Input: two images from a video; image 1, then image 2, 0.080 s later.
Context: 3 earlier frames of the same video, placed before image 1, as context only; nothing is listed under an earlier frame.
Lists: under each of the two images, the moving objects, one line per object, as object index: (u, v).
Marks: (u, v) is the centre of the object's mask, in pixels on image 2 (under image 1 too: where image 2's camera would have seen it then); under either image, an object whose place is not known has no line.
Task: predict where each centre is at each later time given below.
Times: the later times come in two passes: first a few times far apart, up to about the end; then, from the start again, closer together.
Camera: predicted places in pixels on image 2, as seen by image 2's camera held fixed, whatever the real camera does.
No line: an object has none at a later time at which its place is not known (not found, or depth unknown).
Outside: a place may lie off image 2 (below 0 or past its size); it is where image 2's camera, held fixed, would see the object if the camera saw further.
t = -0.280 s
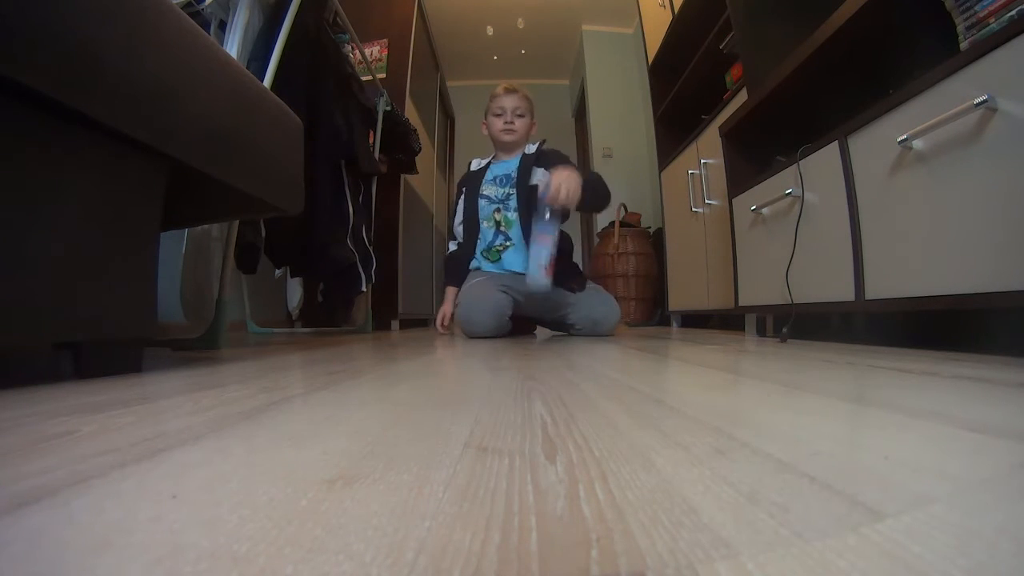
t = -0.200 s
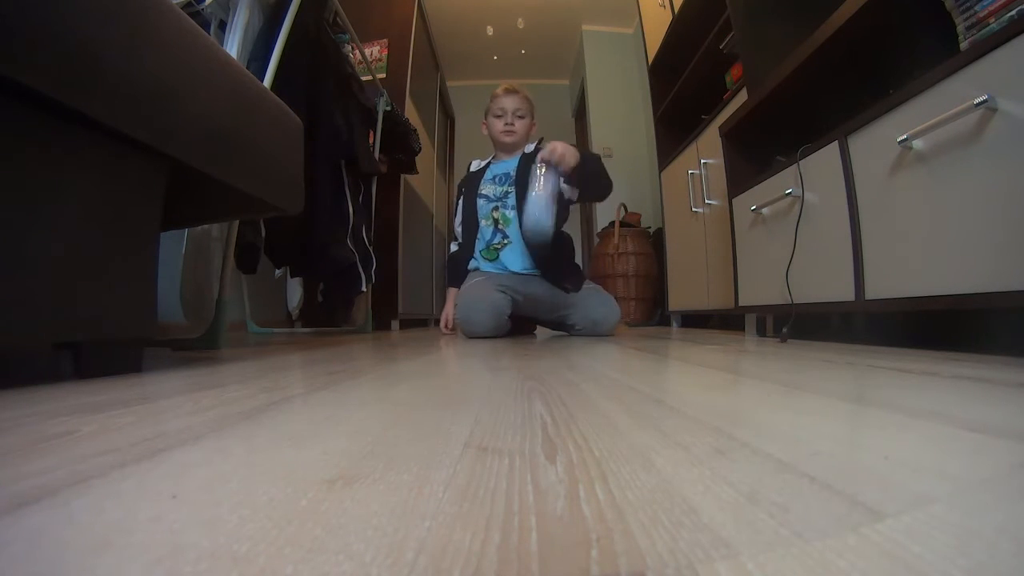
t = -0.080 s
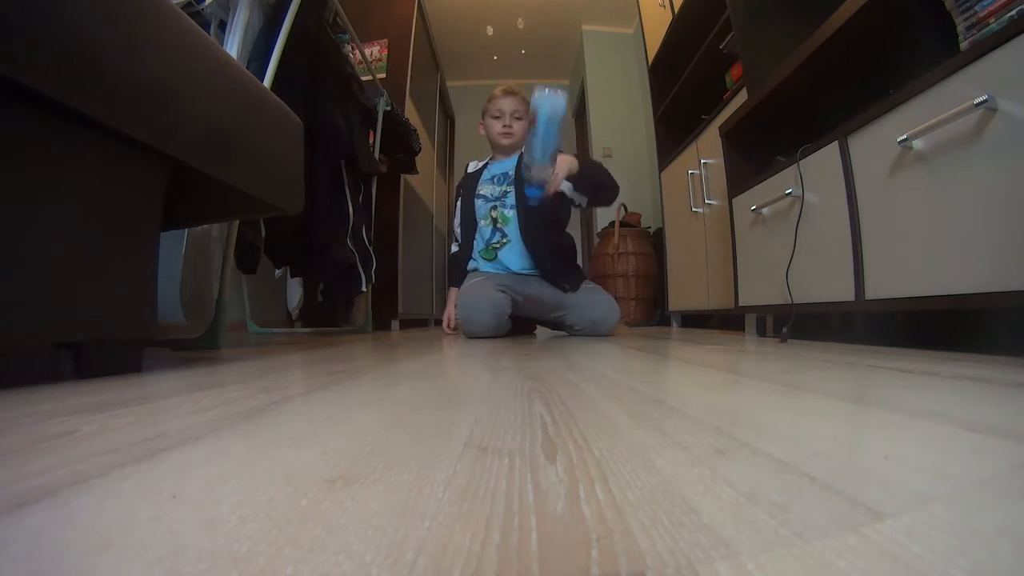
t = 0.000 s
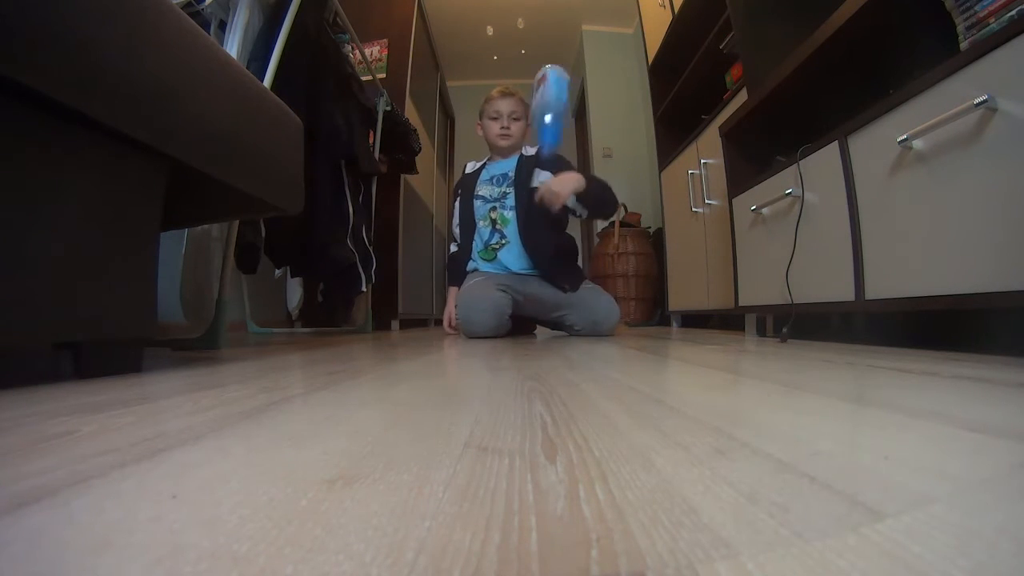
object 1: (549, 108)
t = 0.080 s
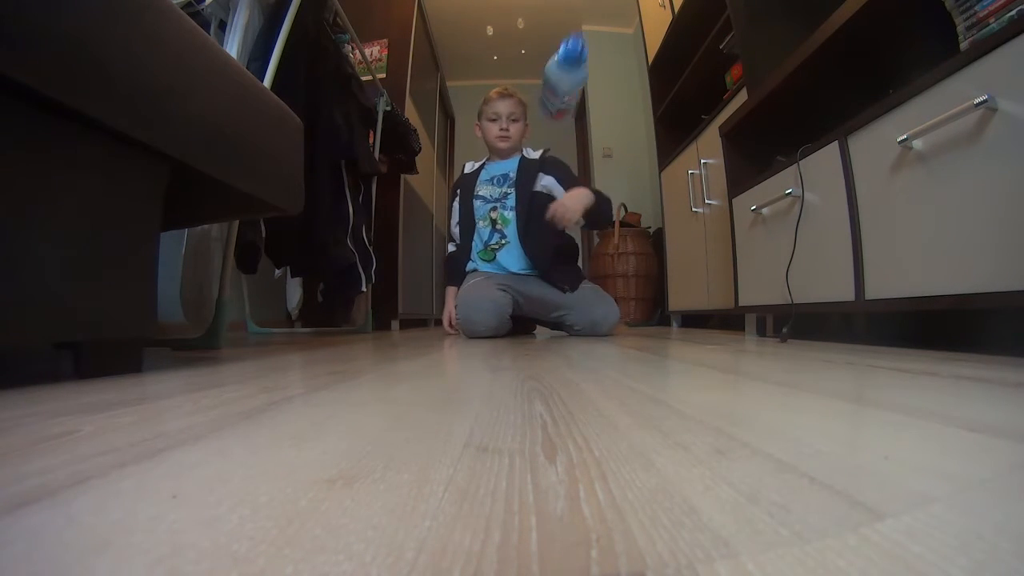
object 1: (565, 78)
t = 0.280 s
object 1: (597, 275)
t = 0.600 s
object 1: (608, 277)
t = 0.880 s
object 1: (631, 274)
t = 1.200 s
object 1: (622, 275)
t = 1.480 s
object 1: (620, 276)
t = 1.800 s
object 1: (620, 276)
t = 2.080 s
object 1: (620, 276)
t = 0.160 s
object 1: (574, 115)
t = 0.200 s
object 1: (582, 153)
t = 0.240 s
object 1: (590, 209)
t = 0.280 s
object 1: (597, 275)
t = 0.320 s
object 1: (600, 280)
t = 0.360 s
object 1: (600, 282)
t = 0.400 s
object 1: (600, 282)
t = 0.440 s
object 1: (601, 281)
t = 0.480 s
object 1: (602, 281)
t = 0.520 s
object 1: (604, 280)
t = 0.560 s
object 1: (605, 279)
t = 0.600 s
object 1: (608, 277)
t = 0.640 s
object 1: (616, 276)
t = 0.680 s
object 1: (625, 274)
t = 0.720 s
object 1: (632, 275)
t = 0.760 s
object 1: (635, 274)
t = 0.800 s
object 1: (636, 275)
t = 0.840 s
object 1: (635, 274)
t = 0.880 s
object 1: (631, 274)
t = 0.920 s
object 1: (625, 275)
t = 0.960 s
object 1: (620, 273)
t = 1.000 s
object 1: (618, 272)
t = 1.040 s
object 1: (618, 273)
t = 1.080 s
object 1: (620, 275)
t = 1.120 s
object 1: (619, 276)
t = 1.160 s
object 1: (619, 276)
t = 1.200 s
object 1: (622, 275)
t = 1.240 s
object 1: (623, 276)
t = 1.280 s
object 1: (620, 276)
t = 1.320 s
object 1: (620, 276)
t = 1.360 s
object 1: (621, 275)
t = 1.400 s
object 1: (620, 275)
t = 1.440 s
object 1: (621, 275)
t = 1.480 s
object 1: (620, 276)
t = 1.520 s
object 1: (620, 276)
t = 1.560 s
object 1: (620, 276)
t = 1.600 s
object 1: (620, 276)
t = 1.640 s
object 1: (620, 276)
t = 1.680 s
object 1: (620, 276)
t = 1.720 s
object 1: (620, 276)
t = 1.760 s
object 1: (620, 276)
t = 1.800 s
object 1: (620, 276)
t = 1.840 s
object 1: (620, 276)
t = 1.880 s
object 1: (620, 276)
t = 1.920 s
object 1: (620, 276)
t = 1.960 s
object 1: (620, 276)
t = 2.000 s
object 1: (620, 276)
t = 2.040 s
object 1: (620, 276)
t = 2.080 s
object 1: (620, 276)
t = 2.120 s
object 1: (620, 276)
